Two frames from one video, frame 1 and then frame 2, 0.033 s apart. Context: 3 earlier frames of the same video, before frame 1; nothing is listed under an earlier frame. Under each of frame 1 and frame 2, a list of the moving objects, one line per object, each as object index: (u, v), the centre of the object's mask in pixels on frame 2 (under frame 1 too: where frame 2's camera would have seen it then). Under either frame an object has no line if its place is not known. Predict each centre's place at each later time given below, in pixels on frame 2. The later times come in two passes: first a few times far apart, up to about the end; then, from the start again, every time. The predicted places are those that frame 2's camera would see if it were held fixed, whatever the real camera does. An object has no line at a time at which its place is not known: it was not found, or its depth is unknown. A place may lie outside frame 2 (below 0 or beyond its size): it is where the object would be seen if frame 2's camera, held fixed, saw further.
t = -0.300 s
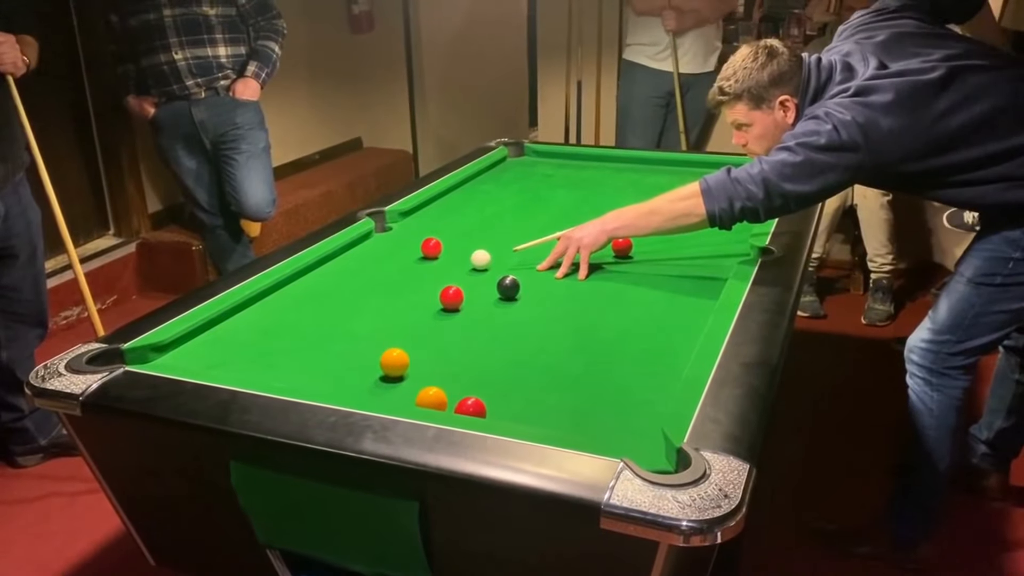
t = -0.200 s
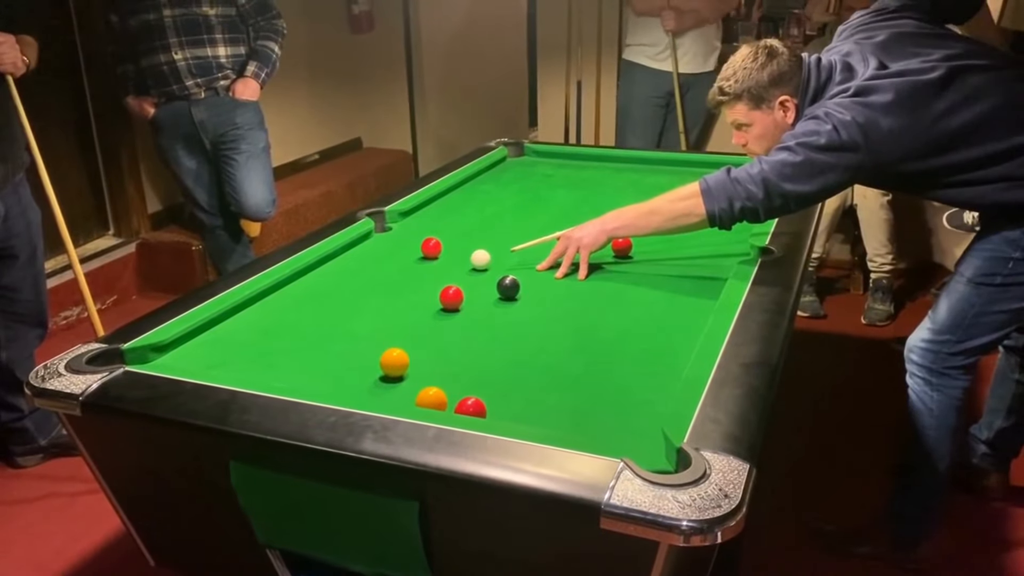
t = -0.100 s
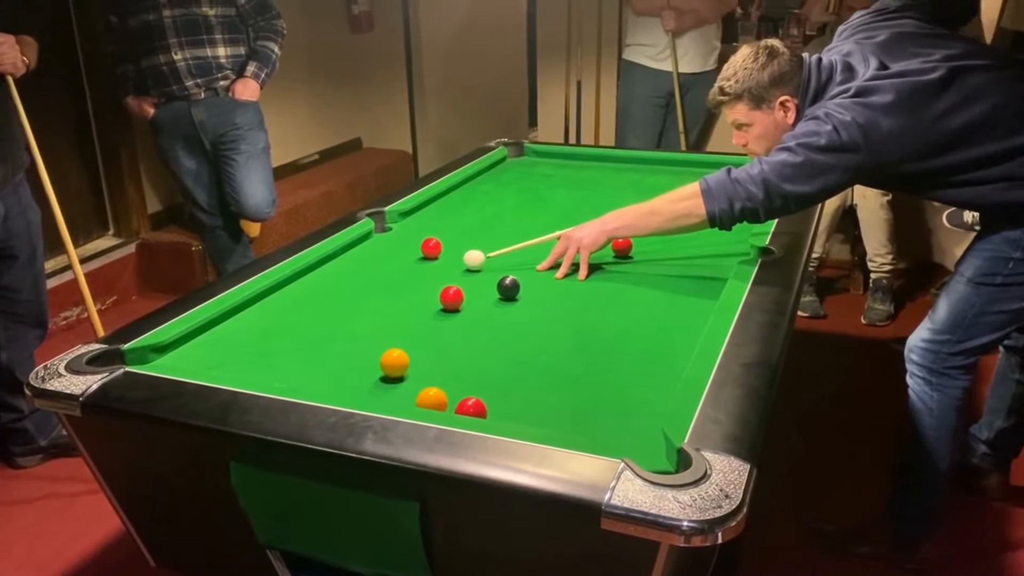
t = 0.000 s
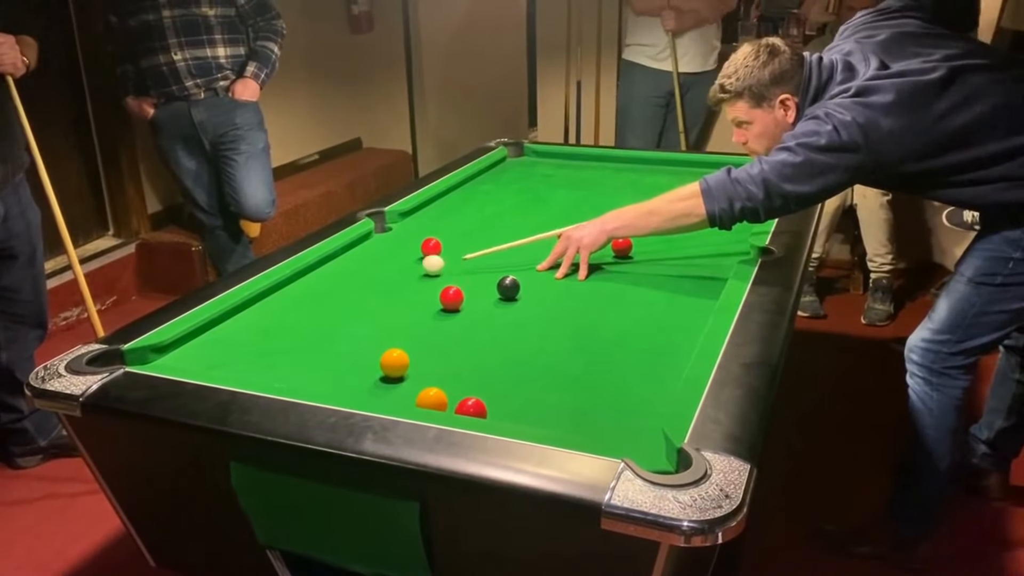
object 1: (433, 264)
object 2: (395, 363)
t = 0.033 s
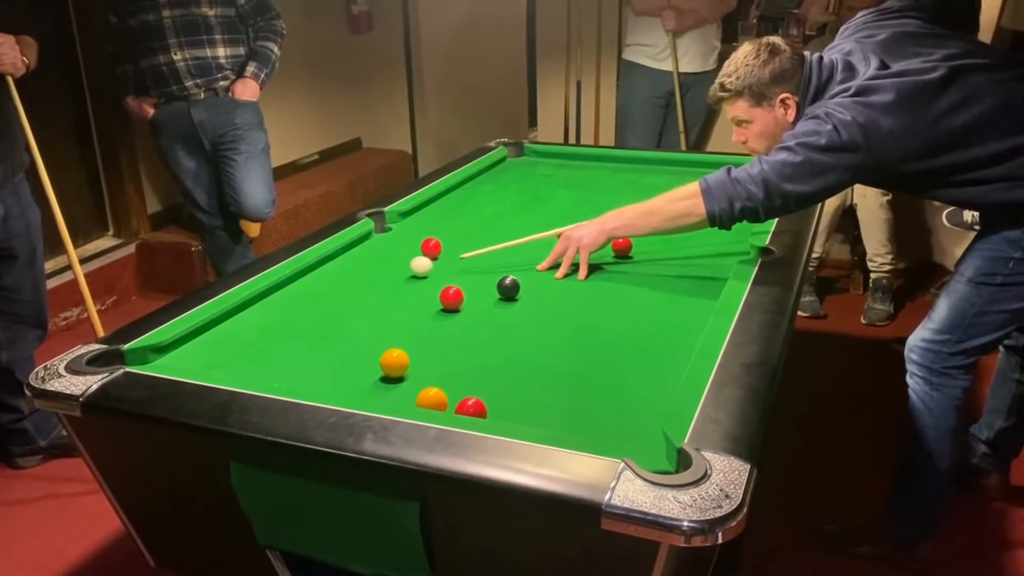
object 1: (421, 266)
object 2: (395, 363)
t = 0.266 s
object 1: (336, 275)
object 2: (395, 363)
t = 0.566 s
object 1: (307, 293)
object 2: (395, 363)
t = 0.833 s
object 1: (325, 311)
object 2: (395, 363)
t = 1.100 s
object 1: (344, 330)
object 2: (395, 363)
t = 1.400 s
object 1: (366, 351)
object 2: (395, 363)
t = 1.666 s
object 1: (367, 363)
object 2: (407, 367)
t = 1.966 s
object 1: (359, 371)
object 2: (422, 373)
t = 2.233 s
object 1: (355, 375)
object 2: (431, 376)
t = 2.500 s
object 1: (354, 377)
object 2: (437, 378)
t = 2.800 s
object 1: (354, 377)
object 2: (440, 378)
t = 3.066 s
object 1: (354, 377)
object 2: (440, 379)
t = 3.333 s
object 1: (354, 377)
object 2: (440, 379)
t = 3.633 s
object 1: (354, 377)
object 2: (440, 379)
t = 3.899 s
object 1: (354, 377)
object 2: (439, 378)
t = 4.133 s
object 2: (439, 379)
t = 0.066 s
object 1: (409, 267)
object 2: (395, 363)
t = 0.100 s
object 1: (397, 269)
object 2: (395, 363)
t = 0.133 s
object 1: (385, 270)
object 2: (395, 363)
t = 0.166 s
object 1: (373, 271)
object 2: (395, 363)
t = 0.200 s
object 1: (360, 273)
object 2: (395, 363)
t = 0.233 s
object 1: (348, 274)
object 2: (395, 363)
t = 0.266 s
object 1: (336, 275)
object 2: (395, 363)
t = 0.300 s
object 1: (323, 277)
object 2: (395, 363)
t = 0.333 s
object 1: (311, 278)
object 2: (395, 363)
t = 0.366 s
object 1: (298, 279)
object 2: (395, 363)
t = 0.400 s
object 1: (295, 281)
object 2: (395, 363)
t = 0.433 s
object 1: (298, 284)
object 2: (395, 363)
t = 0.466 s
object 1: (300, 286)
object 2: (395, 363)
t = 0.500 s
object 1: (302, 288)
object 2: (395, 363)
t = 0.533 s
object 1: (304, 290)
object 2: (394, 363)
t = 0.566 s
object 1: (307, 293)
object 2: (395, 363)
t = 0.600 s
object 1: (309, 295)
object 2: (394, 363)
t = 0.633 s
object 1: (311, 297)
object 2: (395, 363)
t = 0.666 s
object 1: (314, 300)
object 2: (395, 363)
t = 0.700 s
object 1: (316, 302)
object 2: (395, 363)
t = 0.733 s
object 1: (318, 304)
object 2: (395, 363)
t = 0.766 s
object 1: (320, 307)
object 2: (395, 363)
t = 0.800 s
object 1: (323, 309)
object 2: (395, 363)
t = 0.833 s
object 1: (325, 311)
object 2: (395, 363)
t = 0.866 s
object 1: (327, 313)
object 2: (395, 363)
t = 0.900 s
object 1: (330, 316)
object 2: (395, 363)
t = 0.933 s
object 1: (332, 318)
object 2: (395, 363)
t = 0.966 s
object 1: (334, 320)
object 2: (395, 363)
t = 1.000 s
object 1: (337, 323)
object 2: (395, 363)
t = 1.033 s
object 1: (339, 325)
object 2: (395, 363)
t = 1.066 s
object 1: (342, 327)
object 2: (395, 363)
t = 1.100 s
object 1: (344, 330)
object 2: (395, 363)
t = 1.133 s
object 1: (347, 332)
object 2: (395, 363)
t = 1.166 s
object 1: (349, 334)
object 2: (395, 363)
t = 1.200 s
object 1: (351, 337)
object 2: (395, 363)
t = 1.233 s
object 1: (354, 339)
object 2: (395, 363)
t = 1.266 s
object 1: (356, 341)
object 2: (395, 363)
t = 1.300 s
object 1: (359, 344)
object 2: (395, 363)
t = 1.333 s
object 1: (361, 346)
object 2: (395, 363)
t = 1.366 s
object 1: (364, 348)
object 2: (395, 363)
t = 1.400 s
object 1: (366, 351)
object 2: (395, 363)
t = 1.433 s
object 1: (368, 353)
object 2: (395, 363)
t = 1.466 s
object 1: (370, 355)
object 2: (395, 363)
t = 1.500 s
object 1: (371, 357)
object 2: (395, 363)
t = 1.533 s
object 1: (371, 358)
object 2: (397, 364)
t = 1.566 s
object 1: (370, 360)
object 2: (400, 365)
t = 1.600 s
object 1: (369, 361)
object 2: (402, 366)
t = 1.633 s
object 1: (368, 362)
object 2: (404, 366)
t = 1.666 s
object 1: (367, 363)
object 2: (407, 367)
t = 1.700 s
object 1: (366, 364)
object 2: (409, 368)
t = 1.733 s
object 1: (365, 365)
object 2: (410, 368)
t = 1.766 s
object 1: (364, 366)
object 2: (412, 369)
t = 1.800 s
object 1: (363, 367)
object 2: (414, 370)
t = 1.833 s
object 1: (363, 368)
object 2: (416, 370)
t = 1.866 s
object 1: (362, 368)
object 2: (417, 371)
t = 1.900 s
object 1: (361, 369)
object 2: (419, 372)
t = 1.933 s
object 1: (360, 370)
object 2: (420, 373)
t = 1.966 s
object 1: (359, 371)
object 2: (422, 373)
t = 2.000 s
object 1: (359, 371)
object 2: (423, 373)
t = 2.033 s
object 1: (358, 372)
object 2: (424, 374)
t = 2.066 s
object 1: (358, 372)
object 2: (426, 374)
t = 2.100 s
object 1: (357, 373)
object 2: (427, 374)
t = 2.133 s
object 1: (356, 373)
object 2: (428, 375)
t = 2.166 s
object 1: (356, 374)
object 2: (429, 375)
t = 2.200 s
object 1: (355, 374)
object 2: (430, 375)
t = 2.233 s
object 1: (355, 375)
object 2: (431, 376)
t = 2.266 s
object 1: (355, 375)
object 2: (432, 376)
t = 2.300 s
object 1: (355, 375)
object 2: (433, 376)
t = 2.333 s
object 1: (354, 376)
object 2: (434, 376)
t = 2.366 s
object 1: (354, 376)
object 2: (434, 377)
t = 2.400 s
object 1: (354, 376)
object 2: (435, 377)
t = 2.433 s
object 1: (354, 377)
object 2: (436, 377)
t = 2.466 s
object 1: (354, 377)
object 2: (437, 377)
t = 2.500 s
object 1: (354, 377)
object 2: (437, 378)
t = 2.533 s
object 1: (354, 377)
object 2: (438, 378)
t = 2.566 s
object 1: (354, 377)
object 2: (438, 378)
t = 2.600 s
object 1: (354, 377)
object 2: (439, 378)
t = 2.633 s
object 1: (354, 377)
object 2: (439, 378)
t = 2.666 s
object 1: (354, 377)
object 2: (439, 378)
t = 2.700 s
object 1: (354, 377)
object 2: (439, 378)
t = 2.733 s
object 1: (354, 377)
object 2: (440, 378)
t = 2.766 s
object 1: (354, 377)
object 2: (440, 378)
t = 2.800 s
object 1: (354, 377)
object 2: (440, 378)
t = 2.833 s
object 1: (354, 377)
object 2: (440, 378)
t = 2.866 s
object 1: (354, 377)
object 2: (440, 378)
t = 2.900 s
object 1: (354, 377)
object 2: (440, 378)
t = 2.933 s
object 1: (354, 377)
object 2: (440, 379)
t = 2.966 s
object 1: (354, 377)
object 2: (440, 378)
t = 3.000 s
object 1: (354, 377)
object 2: (440, 378)
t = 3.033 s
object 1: (354, 377)
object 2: (440, 379)
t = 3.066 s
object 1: (354, 377)
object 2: (440, 379)
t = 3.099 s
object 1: (354, 377)
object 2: (440, 379)
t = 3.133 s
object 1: (354, 377)
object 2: (440, 379)
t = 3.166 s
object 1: (354, 377)
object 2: (440, 379)
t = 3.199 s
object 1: (354, 377)
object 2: (440, 379)
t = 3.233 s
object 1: (354, 377)
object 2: (440, 379)
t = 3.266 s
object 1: (354, 377)
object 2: (440, 379)
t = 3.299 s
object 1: (354, 377)
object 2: (440, 379)
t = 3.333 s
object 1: (354, 377)
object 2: (440, 379)
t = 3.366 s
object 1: (354, 377)
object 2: (440, 379)
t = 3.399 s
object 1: (354, 377)
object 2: (440, 379)
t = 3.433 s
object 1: (354, 377)
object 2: (440, 379)
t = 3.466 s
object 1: (354, 377)
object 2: (440, 379)
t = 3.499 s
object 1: (354, 377)
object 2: (440, 379)
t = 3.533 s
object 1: (354, 377)
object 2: (440, 379)
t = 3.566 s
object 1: (354, 377)
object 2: (440, 379)
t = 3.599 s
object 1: (354, 377)
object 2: (440, 379)
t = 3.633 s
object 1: (354, 377)
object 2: (440, 379)
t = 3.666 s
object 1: (354, 377)
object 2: (439, 379)
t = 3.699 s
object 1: (354, 377)
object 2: (440, 379)
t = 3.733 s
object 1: (354, 377)
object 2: (439, 379)
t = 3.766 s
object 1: (354, 377)
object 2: (439, 379)
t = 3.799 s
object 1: (354, 377)
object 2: (439, 378)
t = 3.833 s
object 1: (354, 377)
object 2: (439, 378)
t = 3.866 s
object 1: (354, 377)
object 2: (439, 378)
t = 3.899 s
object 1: (354, 377)
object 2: (439, 378)
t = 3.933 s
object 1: (354, 377)
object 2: (439, 378)
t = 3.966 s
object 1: (354, 376)
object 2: (439, 378)
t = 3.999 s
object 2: (439, 379)
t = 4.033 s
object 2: (439, 379)
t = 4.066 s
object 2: (439, 379)
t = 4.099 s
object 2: (439, 379)
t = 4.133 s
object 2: (439, 379)
